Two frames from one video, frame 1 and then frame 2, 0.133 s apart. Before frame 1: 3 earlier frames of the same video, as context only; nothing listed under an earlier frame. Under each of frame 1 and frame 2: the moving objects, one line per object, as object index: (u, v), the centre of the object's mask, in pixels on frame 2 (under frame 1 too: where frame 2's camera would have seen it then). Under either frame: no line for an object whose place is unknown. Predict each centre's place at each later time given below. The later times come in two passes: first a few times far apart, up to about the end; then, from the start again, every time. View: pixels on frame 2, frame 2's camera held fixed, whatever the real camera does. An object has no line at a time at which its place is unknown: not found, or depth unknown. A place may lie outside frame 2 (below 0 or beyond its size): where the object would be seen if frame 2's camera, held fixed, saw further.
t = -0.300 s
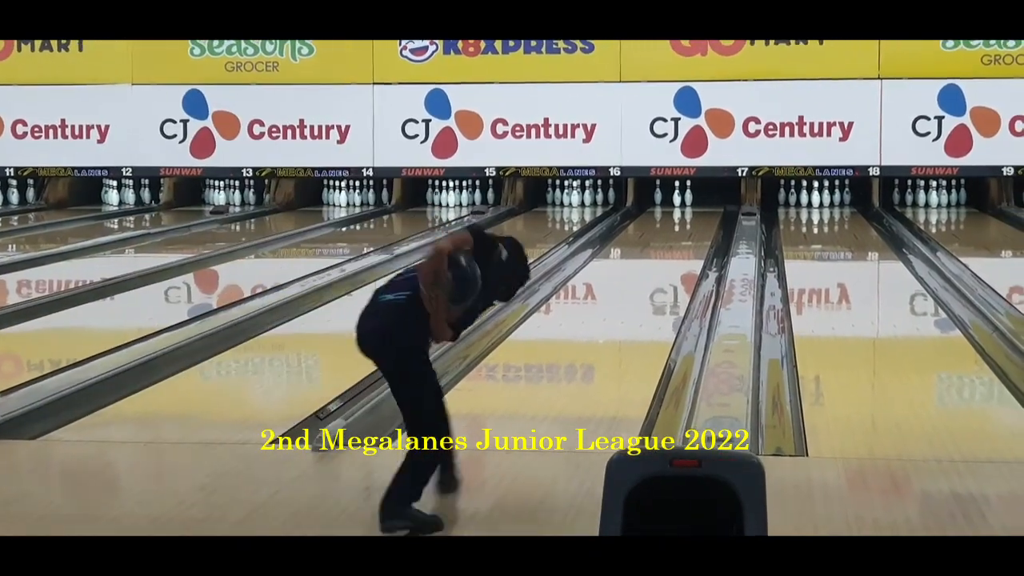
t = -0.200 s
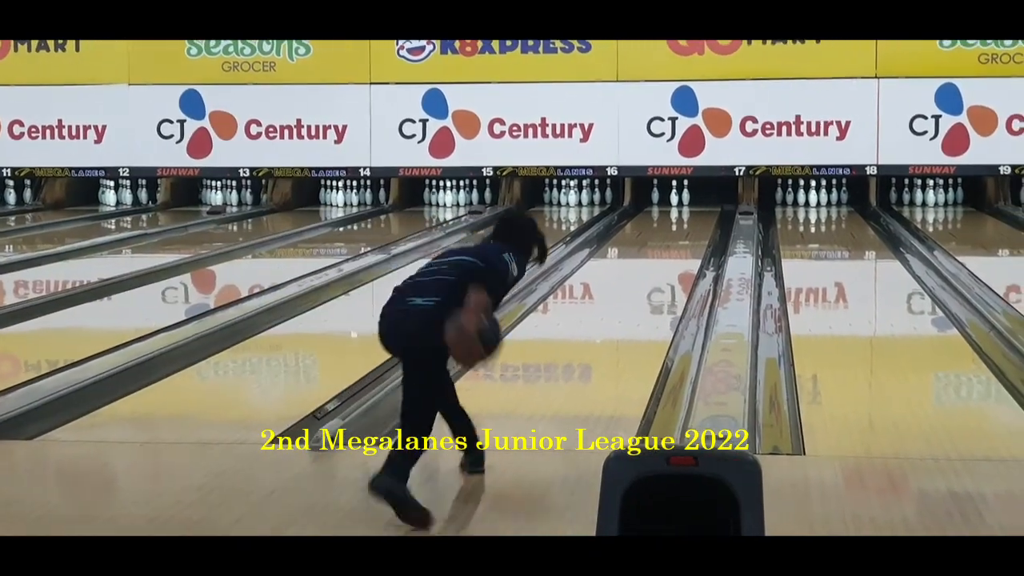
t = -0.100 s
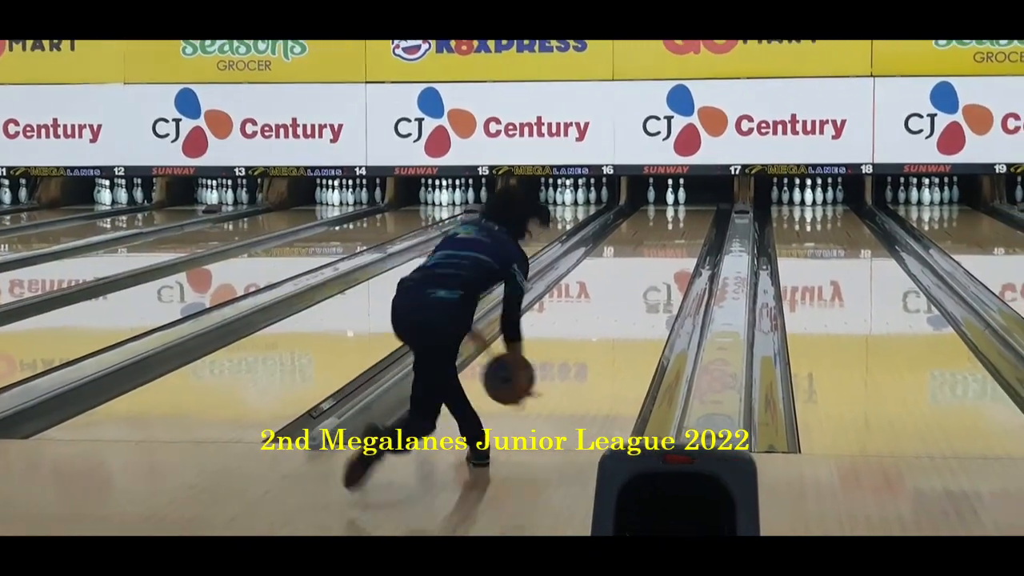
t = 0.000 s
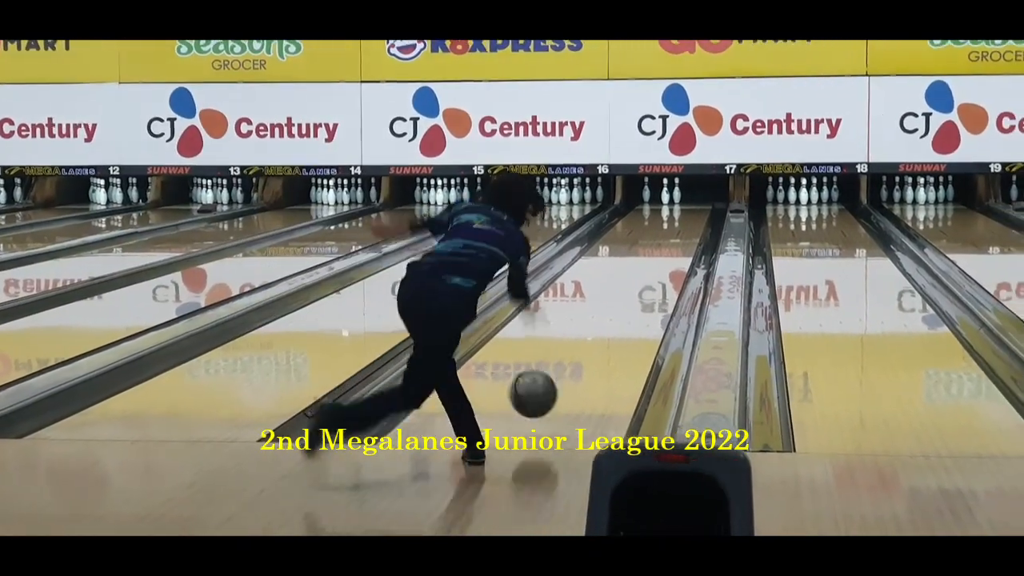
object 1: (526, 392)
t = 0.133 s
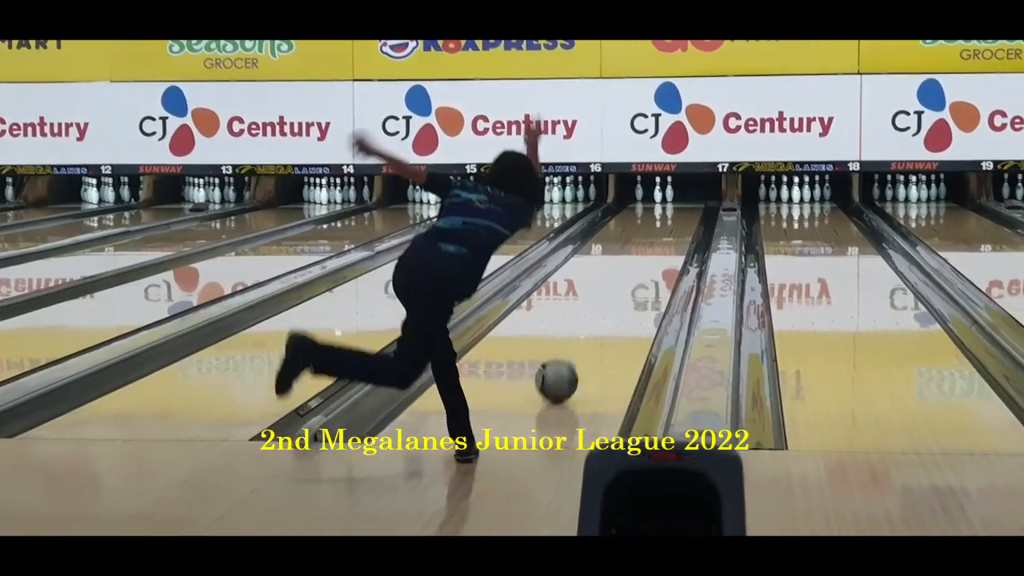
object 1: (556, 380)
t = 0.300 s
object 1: (586, 348)
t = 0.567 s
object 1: (620, 310)
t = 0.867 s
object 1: (647, 280)
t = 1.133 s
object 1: (662, 260)
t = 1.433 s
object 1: (672, 241)
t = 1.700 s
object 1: (676, 228)
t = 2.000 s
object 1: (677, 216)
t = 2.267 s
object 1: (668, 208)
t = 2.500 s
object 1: (660, 201)
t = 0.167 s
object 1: (563, 374)
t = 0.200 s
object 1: (569, 367)
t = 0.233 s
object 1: (575, 360)
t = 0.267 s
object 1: (581, 354)
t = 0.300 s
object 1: (586, 348)
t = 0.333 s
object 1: (591, 343)
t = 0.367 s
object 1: (596, 337)
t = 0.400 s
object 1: (600, 332)
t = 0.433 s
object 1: (605, 327)
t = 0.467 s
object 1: (609, 322)
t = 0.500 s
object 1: (613, 318)
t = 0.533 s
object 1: (617, 314)
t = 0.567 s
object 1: (620, 310)
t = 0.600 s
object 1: (624, 306)
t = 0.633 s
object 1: (627, 302)
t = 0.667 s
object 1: (631, 298)
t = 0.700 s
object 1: (634, 295)
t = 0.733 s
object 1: (636, 292)
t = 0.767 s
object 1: (639, 288)
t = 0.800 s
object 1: (642, 286)
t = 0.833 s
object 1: (644, 282)
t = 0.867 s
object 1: (647, 280)
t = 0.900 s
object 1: (649, 276)
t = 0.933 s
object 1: (651, 274)
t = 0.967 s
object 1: (653, 271)
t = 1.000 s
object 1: (655, 269)
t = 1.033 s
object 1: (657, 266)
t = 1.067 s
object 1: (659, 264)
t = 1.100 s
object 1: (660, 261)
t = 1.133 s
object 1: (662, 260)
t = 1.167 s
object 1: (664, 257)
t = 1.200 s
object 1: (665, 255)
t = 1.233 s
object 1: (666, 252)
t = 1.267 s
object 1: (667, 251)
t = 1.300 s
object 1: (668, 249)
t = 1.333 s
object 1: (669, 247)
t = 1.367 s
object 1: (670, 245)
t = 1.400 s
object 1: (671, 243)
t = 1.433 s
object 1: (672, 241)
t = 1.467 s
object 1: (672, 239)
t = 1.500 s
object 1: (673, 238)
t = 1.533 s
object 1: (673, 237)
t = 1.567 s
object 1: (674, 234)
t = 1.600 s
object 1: (675, 233)
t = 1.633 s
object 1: (676, 231)
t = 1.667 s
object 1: (676, 230)
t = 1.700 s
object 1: (676, 228)
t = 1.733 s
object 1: (677, 227)
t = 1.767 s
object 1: (677, 225)
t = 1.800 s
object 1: (676, 224)
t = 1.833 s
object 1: (678, 222)
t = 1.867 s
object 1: (678, 221)
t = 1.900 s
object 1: (677, 220)
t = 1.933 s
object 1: (677, 218)
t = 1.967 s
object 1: (677, 217)
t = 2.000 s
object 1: (677, 216)
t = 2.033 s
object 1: (676, 215)
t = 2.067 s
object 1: (675, 214)
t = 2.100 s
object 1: (674, 213)
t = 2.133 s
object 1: (674, 212)
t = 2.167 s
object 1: (671, 210)
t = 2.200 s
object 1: (670, 209)
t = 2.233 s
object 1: (669, 209)
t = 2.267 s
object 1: (668, 208)
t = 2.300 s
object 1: (667, 206)
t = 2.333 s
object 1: (665, 205)
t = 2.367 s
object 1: (664, 204)
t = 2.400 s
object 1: (663, 204)
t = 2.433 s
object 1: (662, 203)
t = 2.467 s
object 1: (662, 202)
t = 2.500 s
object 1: (660, 201)
